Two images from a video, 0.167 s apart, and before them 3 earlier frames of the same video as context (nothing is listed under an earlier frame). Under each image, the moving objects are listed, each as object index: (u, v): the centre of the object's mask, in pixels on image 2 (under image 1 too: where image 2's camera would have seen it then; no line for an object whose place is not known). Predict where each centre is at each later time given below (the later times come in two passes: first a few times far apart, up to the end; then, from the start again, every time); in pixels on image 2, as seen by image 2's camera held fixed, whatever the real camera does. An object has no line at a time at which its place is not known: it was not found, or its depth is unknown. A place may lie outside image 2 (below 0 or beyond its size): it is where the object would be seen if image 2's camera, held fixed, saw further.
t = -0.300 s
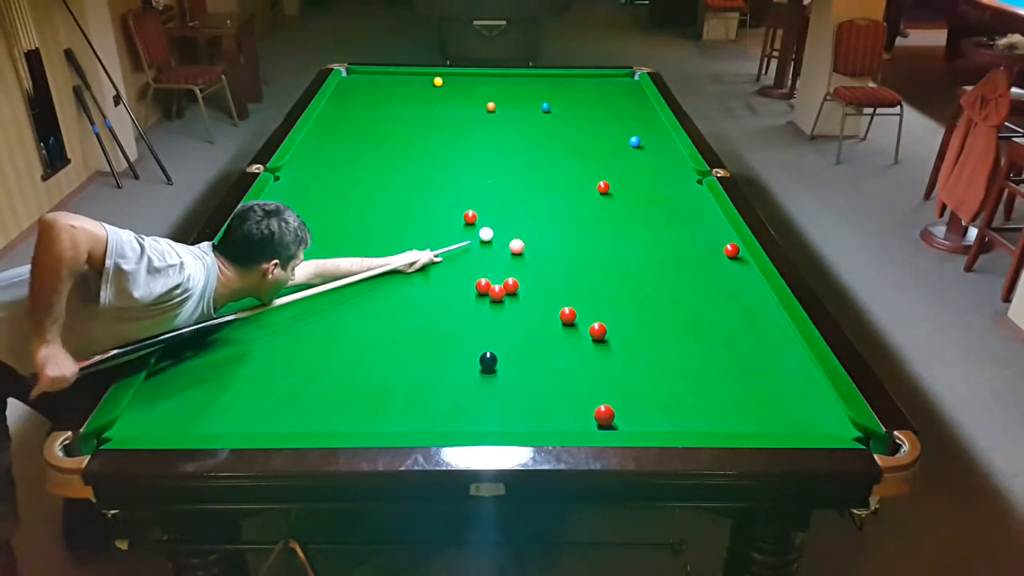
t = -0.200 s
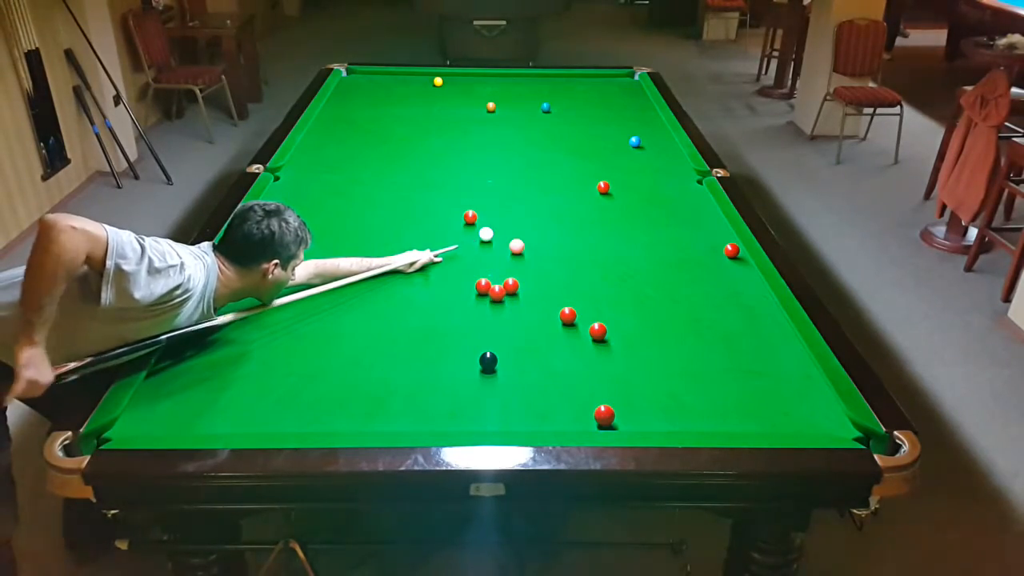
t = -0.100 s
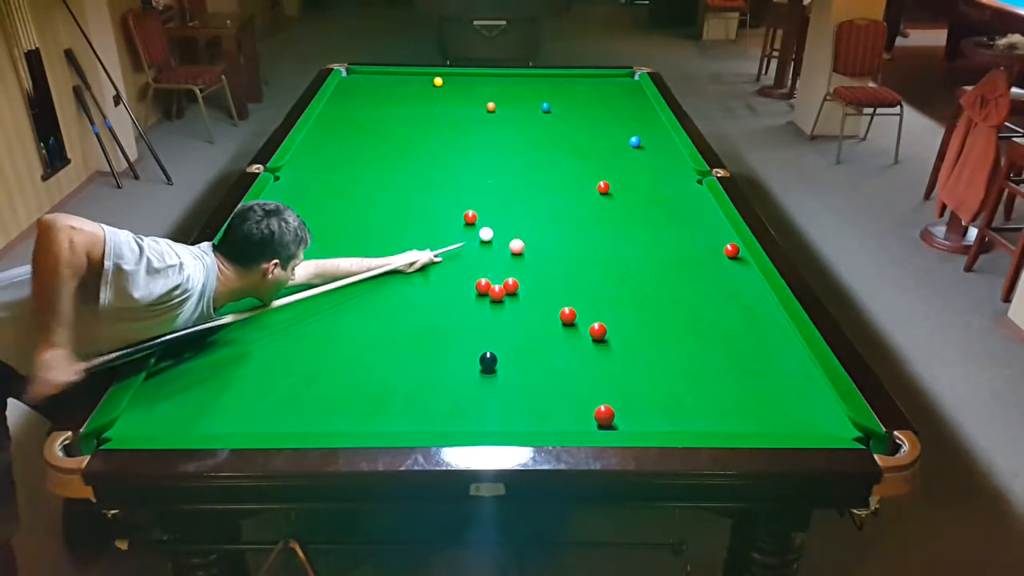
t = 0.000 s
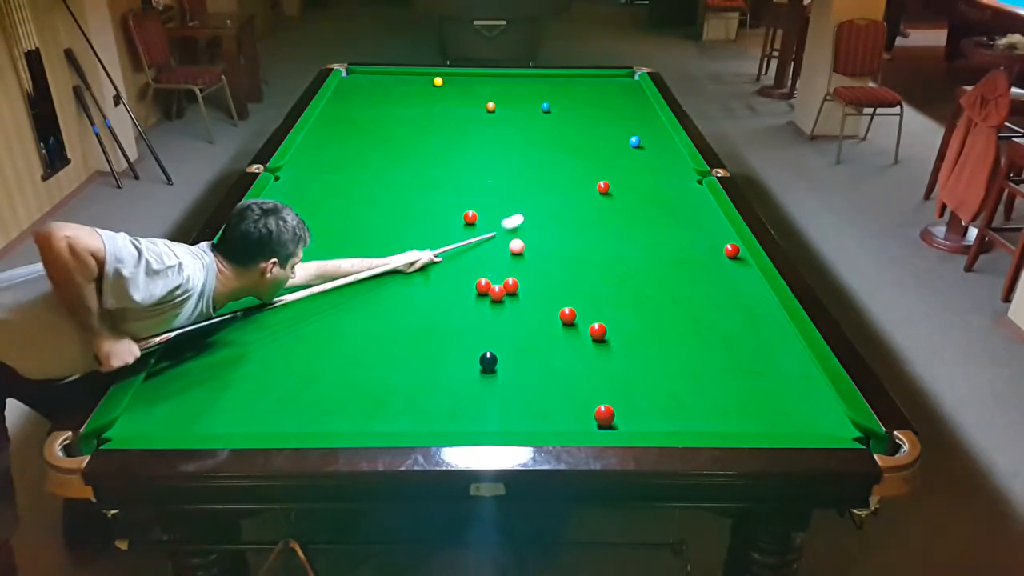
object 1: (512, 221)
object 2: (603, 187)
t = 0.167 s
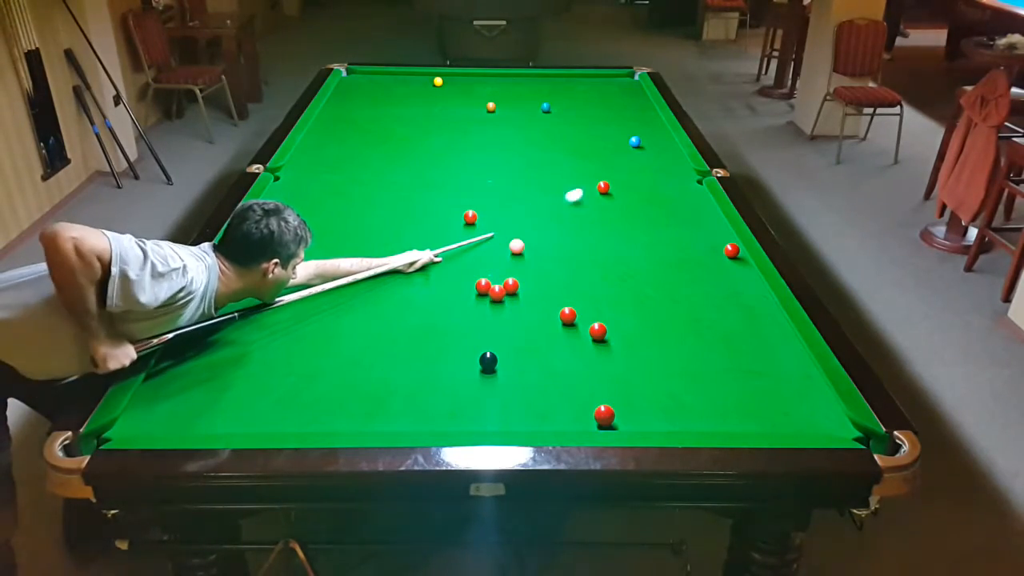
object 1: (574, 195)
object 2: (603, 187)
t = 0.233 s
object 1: (590, 187)
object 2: (606, 186)
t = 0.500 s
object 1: (570, 172)
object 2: (682, 179)
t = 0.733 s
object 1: (555, 161)
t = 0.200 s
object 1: (584, 191)
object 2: (603, 187)
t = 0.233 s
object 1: (590, 187)
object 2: (606, 186)
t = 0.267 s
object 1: (588, 185)
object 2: (617, 185)
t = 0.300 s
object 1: (585, 182)
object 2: (628, 184)
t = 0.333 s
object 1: (582, 180)
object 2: (638, 183)
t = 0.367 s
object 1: (580, 178)
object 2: (648, 183)
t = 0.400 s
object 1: (577, 177)
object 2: (657, 182)
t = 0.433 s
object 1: (575, 175)
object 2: (665, 181)
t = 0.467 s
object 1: (572, 173)
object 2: (674, 180)
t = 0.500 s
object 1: (570, 172)
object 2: (682, 179)
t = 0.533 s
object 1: (568, 170)
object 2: (690, 179)
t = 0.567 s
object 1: (566, 168)
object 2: (698, 178)
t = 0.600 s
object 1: (564, 167)
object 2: (705, 176)
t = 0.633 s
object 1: (562, 165)
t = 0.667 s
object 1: (559, 164)
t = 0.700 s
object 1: (557, 162)
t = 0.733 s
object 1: (555, 161)
